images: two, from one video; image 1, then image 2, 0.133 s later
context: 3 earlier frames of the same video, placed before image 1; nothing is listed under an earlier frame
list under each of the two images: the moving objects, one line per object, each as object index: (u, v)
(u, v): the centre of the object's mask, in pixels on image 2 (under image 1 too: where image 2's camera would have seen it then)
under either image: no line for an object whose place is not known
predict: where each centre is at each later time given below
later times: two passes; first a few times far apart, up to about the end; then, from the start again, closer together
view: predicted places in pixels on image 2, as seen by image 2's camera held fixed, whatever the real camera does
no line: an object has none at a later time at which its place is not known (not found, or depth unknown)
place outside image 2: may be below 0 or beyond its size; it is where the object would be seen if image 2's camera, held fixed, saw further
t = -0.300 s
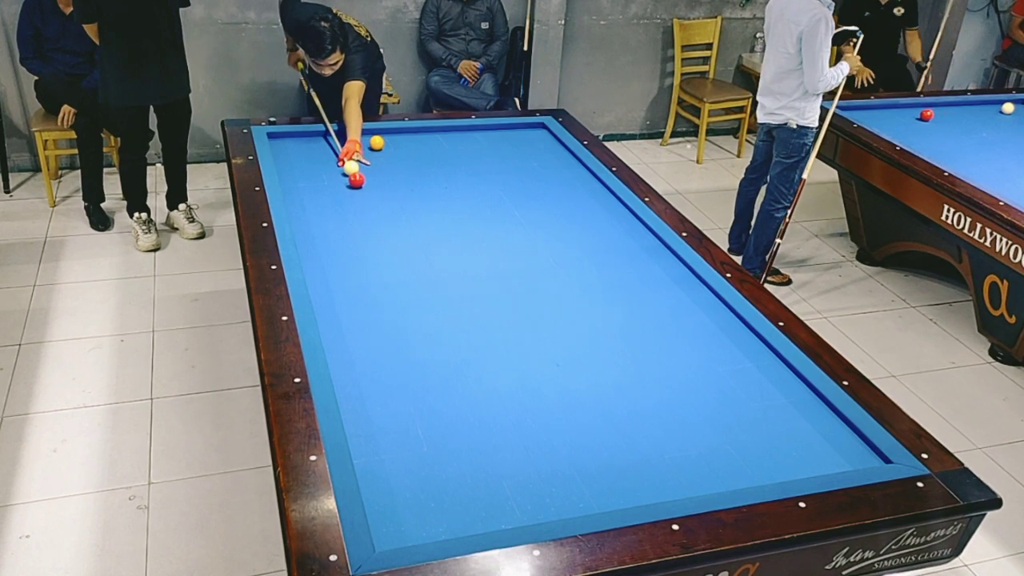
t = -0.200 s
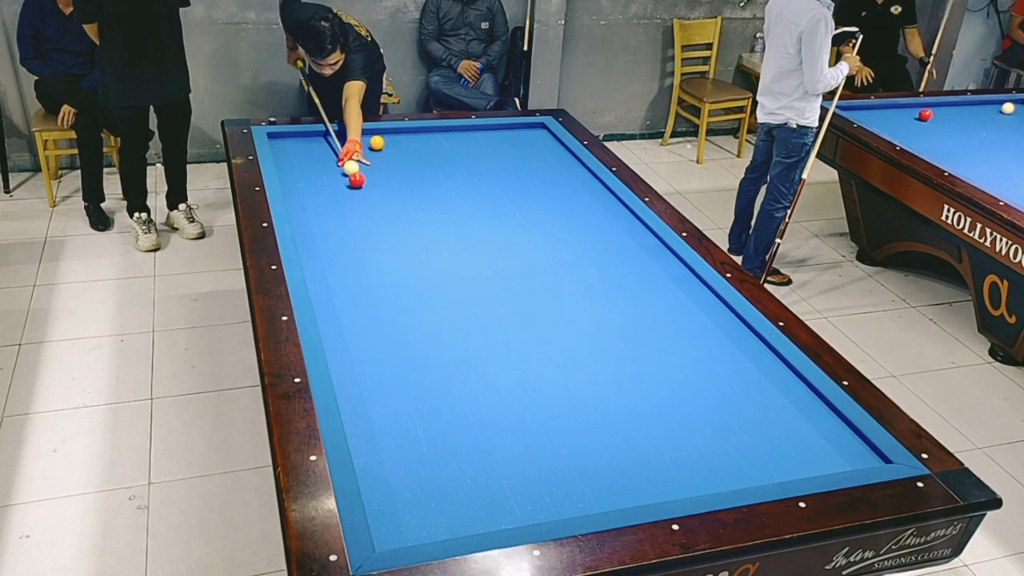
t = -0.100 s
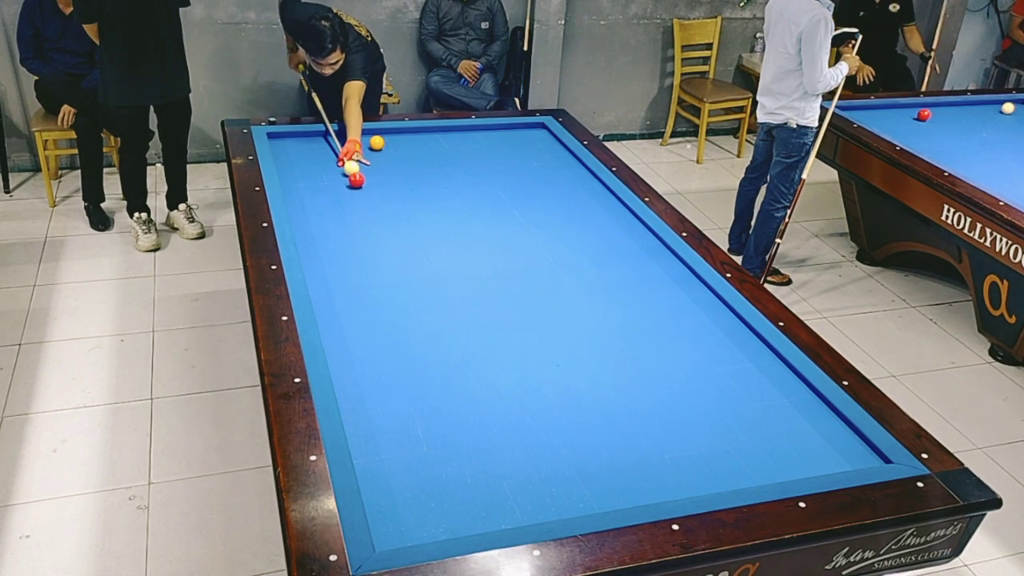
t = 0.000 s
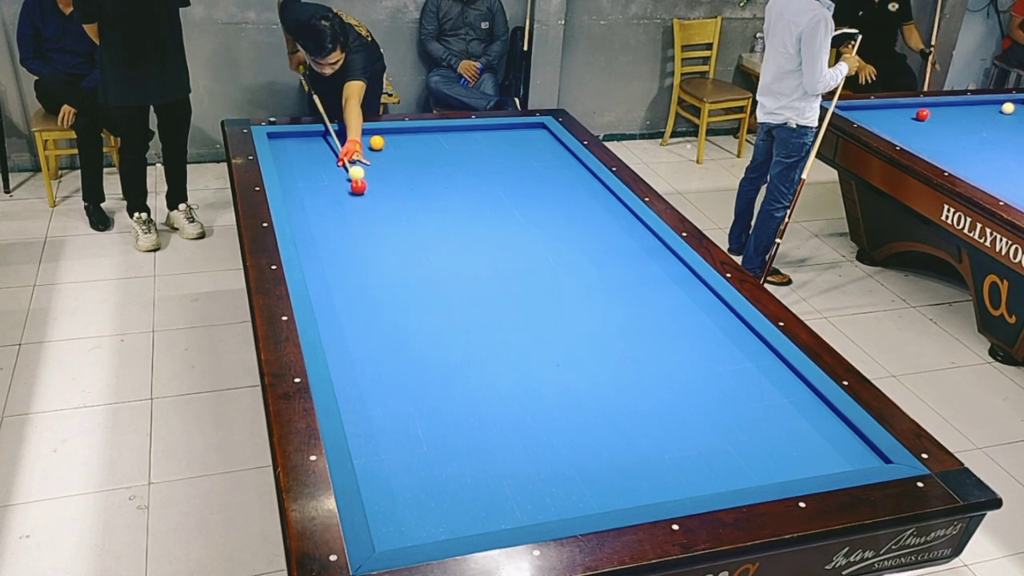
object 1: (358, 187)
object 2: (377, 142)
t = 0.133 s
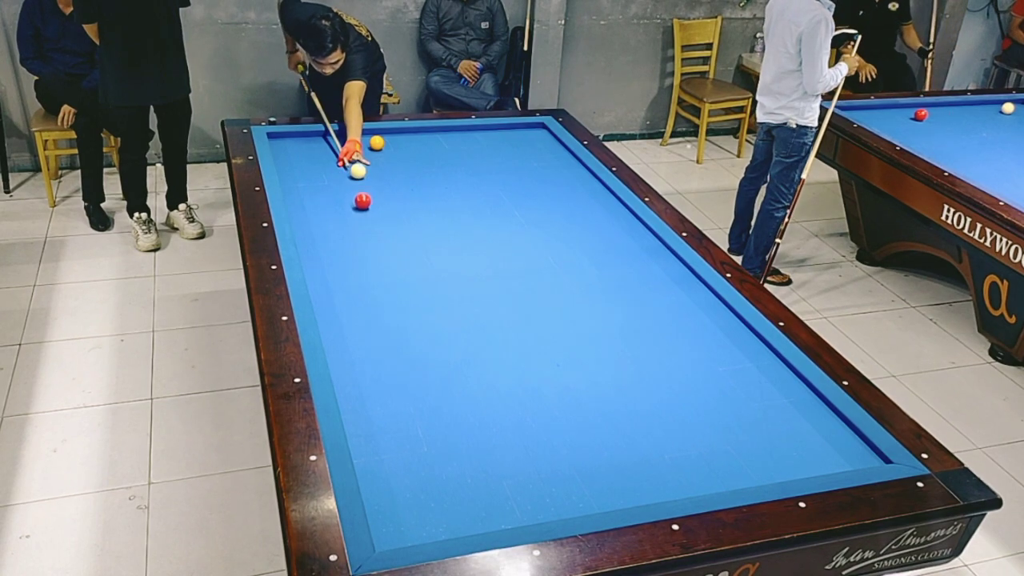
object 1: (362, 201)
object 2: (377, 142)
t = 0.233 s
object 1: (366, 211)
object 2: (377, 142)
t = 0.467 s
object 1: (373, 238)
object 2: (377, 142)
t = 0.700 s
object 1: (382, 266)
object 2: (376, 141)
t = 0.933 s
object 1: (392, 298)
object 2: (376, 142)
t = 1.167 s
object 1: (404, 334)
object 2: (377, 142)
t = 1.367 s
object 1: (415, 367)
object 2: (377, 142)
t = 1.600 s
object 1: (430, 411)
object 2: (379, 141)
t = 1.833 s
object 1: (446, 461)
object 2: (380, 140)
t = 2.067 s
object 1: (465, 519)
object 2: (382, 139)
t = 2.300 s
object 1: (454, 496)
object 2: (384, 137)
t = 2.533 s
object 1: (441, 465)
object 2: (386, 136)
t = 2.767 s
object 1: (429, 437)
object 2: (388, 135)
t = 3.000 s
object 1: (419, 412)
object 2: (389, 135)
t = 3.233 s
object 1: (409, 389)
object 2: (390, 134)
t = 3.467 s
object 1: (401, 368)
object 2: (391, 134)
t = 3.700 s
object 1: (393, 349)
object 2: (392, 133)
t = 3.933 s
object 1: (386, 331)
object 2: (392, 133)
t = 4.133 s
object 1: (380, 317)
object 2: (393, 133)
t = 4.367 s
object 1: (374, 302)
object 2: (393, 133)
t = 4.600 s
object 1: (369, 287)
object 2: (393, 133)
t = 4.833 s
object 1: (364, 275)
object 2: (393, 133)
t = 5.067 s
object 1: (360, 262)
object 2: (394, 133)
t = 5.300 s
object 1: (356, 250)
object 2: (394, 133)
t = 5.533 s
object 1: (352, 240)
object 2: (394, 133)
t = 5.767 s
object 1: (349, 230)
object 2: (394, 133)
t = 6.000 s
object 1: (347, 221)
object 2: (394, 133)
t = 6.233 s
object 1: (344, 212)
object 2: (394, 133)
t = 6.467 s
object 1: (342, 204)
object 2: (394, 133)
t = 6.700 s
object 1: (340, 196)
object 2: (394, 133)
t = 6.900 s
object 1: (338, 190)
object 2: (394, 133)
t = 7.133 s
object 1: (336, 184)
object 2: (394, 133)
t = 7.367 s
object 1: (334, 177)
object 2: (394, 133)
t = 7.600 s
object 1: (332, 171)
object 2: (394, 133)
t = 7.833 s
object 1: (331, 166)
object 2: (394, 133)
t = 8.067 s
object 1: (330, 160)
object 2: (394, 133)
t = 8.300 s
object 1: (329, 156)
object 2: (394, 133)
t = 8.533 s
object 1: (328, 151)
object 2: (394, 133)
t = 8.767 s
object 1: (327, 147)
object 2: (394, 133)
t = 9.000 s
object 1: (326, 143)
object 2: (394, 133)
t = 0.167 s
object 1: (363, 205)
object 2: (377, 142)
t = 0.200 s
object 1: (364, 208)
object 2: (377, 142)
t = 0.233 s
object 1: (366, 211)
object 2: (377, 142)
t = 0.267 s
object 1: (367, 215)
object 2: (377, 142)
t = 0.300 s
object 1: (367, 219)
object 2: (377, 142)
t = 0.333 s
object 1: (369, 222)
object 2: (377, 142)
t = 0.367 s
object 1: (370, 226)
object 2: (377, 142)
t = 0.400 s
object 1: (371, 230)
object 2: (377, 142)
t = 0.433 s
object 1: (372, 234)
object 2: (377, 142)
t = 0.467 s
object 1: (373, 238)
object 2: (377, 142)
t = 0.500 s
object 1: (374, 241)
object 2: (377, 142)
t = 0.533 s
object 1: (376, 245)
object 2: (377, 142)
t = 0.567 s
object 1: (376, 249)
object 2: (376, 142)
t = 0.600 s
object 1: (378, 254)
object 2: (376, 142)
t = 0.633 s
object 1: (379, 257)
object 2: (376, 141)
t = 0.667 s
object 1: (381, 262)
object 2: (376, 141)
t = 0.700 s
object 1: (382, 266)
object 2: (376, 141)
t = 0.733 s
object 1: (384, 270)
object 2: (376, 141)
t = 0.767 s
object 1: (385, 275)
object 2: (376, 142)
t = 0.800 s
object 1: (386, 280)
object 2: (377, 142)
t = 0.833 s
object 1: (388, 284)
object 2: (377, 142)
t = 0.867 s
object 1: (389, 288)
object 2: (377, 142)
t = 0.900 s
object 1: (391, 293)
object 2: (377, 142)
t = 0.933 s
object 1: (392, 298)
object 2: (376, 142)
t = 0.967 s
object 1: (394, 303)
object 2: (377, 142)
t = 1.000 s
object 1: (395, 308)
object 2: (376, 142)
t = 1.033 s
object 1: (397, 313)
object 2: (377, 142)
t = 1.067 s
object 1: (399, 318)
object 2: (377, 142)
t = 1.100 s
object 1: (400, 323)
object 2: (377, 142)
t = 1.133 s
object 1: (402, 328)
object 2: (377, 142)
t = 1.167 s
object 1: (404, 334)
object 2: (377, 142)
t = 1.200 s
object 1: (406, 339)
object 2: (377, 142)
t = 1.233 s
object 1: (408, 345)
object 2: (377, 142)
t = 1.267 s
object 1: (410, 350)
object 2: (377, 142)
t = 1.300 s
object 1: (411, 356)
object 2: (377, 142)
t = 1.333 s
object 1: (413, 361)
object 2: (377, 142)
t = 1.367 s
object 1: (415, 367)
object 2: (377, 142)
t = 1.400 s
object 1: (417, 373)
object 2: (378, 141)
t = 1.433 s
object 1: (419, 379)
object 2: (378, 141)
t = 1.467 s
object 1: (421, 386)
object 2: (378, 141)
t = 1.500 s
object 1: (423, 391)
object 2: (378, 141)
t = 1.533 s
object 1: (425, 398)
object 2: (378, 141)
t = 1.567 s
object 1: (428, 404)
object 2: (379, 141)
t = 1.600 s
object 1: (430, 411)
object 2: (379, 141)
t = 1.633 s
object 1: (432, 418)
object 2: (379, 141)
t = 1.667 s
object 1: (434, 425)
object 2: (379, 141)
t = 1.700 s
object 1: (436, 432)
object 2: (379, 141)
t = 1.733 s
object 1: (439, 439)
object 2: (380, 140)
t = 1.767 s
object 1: (441, 447)
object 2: (380, 140)
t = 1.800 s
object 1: (444, 454)
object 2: (380, 140)
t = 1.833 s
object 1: (446, 461)
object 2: (380, 140)
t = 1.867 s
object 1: (449, 469)
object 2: (380, 140)
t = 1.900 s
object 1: (451, 477)
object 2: (381, 140)
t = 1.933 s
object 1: (454, 485)
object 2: (381, 139)
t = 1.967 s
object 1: (456, 493)
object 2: (381, 139)
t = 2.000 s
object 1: (459, 502)
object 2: (382, 139)
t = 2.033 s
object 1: (462, 510)
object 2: (382, 139)
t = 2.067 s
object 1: (465, 519)
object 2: (382, 139)
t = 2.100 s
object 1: (467, 525)
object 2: (383, 138)
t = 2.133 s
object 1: (465, 522)
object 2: (383, 138)
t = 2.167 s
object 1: (463, 517)
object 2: (383, 138)
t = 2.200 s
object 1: (460, 511)
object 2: (383, 138)
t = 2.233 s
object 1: (458, 506)
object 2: (384, 138)
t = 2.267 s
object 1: (456, 501)
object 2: (384, 138)
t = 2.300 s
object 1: (454, 496)
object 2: (384, 137)
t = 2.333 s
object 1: (452, 492)
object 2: (384, 137)
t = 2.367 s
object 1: (450, 487)
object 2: (385, 137)
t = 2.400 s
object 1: (448, 482)
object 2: (385, 137)
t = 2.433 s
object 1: (446, 478)
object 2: (385, 137)
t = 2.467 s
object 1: (444, 474)
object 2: (385, 137)
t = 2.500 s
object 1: (443, 470)
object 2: (386, 136)
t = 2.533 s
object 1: (441, 465)
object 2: (386, 136)
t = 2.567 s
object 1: (439, 461)
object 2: (386, 136)
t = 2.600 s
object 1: (437, 457)
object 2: (387, 136)
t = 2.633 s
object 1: (436, 453)
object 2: (387, 136)
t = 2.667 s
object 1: (434, 449)
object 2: (387, 136)
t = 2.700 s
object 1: (432, 445)
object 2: (387, 136)
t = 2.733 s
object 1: (431, 441)
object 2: (387, 135)
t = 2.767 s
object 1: (429, 437)
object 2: (388, 135)
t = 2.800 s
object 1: (427, 433)
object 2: (388, 135)
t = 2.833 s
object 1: (426, 430)
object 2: (388, 135)
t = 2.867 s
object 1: (424, 426)
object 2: (388, 135)
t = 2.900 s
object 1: (423, 422)
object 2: (388, 135)
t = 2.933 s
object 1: (421, 419)
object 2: (389, 135)
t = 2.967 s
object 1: (420, 415)
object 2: (389, 135)
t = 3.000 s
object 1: (419, 412)
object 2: (389, 135)
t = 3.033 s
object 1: (417, 408)
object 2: (389, 135)
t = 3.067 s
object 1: (416, 405)
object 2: (389, 135)
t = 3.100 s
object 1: (414, 402)
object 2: (390, 135)
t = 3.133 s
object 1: (413, 399)
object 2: (390, 135)
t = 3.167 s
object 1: (412, 395)
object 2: (390, 135)
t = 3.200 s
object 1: (411, 392)
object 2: (390, 134)
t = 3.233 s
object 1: (409, 389)
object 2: (390, 134)
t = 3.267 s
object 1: (408, 386)
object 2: (390, 134)
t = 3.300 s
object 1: (407, 383)
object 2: (390, 134)
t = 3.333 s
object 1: (405, 380)
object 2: (390, 134)
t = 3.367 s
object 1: (404, 377)
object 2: (391, 134)
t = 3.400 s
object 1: (403, 374)
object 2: (391, 134)
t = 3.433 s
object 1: (402, 371)
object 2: (391, 134)
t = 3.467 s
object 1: (401, 368)
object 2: (391, 134)
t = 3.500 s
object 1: (399, 365)
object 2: (391, 134)
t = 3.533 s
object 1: (398, 362)
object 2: (391, 134)
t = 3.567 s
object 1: (397, 359)
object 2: (392, 134)
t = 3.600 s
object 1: (396, 357)
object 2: (392, 134)
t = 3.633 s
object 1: (395, 354)
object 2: (392, 134)
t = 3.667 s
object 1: (394, 351)
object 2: (392, 133)
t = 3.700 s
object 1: (393, 349)
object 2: (392, 133)
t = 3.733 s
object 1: (392, 346)
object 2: (392, 133)
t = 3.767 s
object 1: (391, 344)
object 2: (392, 133)
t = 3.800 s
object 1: (390, 341)
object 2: (392, 133)
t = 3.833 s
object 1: (389, 339)
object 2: (392, 133)
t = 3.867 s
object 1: (388, 336)
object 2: (392, 133)
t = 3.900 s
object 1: (387, 334)
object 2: (392, 133)
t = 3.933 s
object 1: (386, 331)
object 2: (392, 133)
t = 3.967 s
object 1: (385, 329)
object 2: (392, 133)
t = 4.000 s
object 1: (384, 326)
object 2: (392, 133)
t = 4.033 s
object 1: (383, 324)
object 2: (393, 133)
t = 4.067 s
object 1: (382, 322)
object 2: (393, 133)
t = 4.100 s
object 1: (381, 319)
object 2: (393, 133)
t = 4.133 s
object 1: (380, 317)
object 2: (393, 133)
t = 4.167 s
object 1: (379, 315)
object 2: (393, 133)
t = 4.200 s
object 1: (378, 313)
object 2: (393, 133)
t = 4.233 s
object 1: (377, 311)
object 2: (393, 133)
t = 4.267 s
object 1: (376, 308)
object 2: (393, 133)
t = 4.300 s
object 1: (375, 306)
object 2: (393, 133)
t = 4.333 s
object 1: (375, 304)
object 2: (393, 133)
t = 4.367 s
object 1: (374, 302)
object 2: (393, 133)
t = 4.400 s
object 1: (373, 300)
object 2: (393, 133)
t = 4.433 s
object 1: (372, 298)
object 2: (393, 133)
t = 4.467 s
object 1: (371, 296)
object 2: (393, 133)
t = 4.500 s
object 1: (371, 294)
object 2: (393, 133)
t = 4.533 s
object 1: (370, 292)
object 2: (393, 133)
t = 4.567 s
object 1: (369, 290)
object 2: (393, 133)
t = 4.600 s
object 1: (369, 287)
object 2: (393, 133)
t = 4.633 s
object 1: (368, 286)
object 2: (393, 133)
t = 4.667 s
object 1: (367, 284)
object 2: (394, 133)
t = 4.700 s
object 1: (367, 281)
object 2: (394, 133)
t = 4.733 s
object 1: (366, 280)
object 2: (394, 133)
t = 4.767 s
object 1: (365, 278)
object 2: (394, 133)
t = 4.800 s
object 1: (364, 276)
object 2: (393, 133)
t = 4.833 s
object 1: (364, 275)
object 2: (393, 133)
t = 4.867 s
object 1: (363, 273)
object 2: (393, 133)
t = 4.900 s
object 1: (362, 270)
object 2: (394, 133)
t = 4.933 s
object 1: (362, 269)
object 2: (394, 133)
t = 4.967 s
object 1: (361, 267)
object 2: (394, 133)
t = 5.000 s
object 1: (361, 265)
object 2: (394, 133)
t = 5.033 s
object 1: (360, 264)
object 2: (394, 133)
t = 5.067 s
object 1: (360, 262)
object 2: (394, 133)
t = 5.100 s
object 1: (359, 260)
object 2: (394, 133)
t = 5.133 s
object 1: (359, 258)
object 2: (394, 133)
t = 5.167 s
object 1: (358, 257)
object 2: (394, 133)
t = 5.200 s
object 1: (358, 255)
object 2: (394, 133)
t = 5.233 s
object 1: (357, 254)
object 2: (394, 133)
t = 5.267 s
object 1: (356, 252)
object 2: (394, 133)
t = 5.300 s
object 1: (356, 250)
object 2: (394, 133)
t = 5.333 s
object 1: (355, 248)
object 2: (394, 133)
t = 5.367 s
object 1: (354, 247)
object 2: (394, 133)
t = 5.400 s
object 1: (354, 246)
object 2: (394, 133)
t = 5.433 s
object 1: (354, 244)
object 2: (394, 133)
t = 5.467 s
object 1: (353, 243)
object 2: (394, 133)
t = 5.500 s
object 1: (353, 241)
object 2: (394, 133)
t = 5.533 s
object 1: (352, 240)
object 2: (394, 133)
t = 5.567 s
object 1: (352, 238)
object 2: (394, 133)
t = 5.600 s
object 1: (351, 237)
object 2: (394, 133)
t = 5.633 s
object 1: (351, 236)
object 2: (394, 133)
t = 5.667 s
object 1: (350, 234)
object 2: (394, 133)
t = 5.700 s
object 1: (350, 233)
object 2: (394, 133)
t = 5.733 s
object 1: (350, 232)
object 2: (394, 133)
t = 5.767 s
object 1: (349, 230)
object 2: (394, 133)
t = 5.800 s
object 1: (349, 229)
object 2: (394, 133)
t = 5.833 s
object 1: (348, 228)
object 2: (394, 133)
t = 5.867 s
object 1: (348, 226)
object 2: (394, 133)
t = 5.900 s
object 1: (348, 225)
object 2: (394, 133)
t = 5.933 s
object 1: (347, 224)
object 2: (394, 133)
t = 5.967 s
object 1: (347, 222)
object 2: (394, 133)
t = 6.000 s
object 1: (347, 221)
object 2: (394, 133)
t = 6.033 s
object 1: (346, 220)
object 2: (394, 133)
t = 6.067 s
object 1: (346, 218)
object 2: (394, 133)
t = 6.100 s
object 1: (345, 217)
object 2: (394, 133)
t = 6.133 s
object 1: (345, 216)
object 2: (394, 133)
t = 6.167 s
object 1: (345, 215)
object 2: (394, 133)
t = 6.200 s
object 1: (345, 213)
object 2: (394, 133)
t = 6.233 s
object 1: (344, 212)
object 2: (394, 133)
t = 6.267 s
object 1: (344, 211)
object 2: (394, 133)
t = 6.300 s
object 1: (344, 210)
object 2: (394, 133)
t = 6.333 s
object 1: (343, 209)
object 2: (394, 133)
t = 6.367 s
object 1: (343, 208)
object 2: (394, 133)
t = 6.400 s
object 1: (343, 206)
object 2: (394, 133)
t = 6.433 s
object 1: (342, 205)
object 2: (394, 133)
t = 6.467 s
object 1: (342, 204)
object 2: (394, 133)
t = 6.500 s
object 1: (342, 203)
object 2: (394, 133)
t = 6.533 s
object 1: (341, 202)
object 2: (394, 133)
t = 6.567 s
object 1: (341, 201)
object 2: (394, 133)
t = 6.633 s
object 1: (341, 200)
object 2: (394, 133)
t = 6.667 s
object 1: (340, 198)
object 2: (394, 133)
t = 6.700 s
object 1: (340, 196)
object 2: (394, 133)
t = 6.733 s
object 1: (339, 196)
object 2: (394, 133)
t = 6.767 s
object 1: (339, 194)
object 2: (394, 133)
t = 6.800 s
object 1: (339, 193)
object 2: (394, 133)
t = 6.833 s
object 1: (338, 192)
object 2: (394, 133)
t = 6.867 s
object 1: (338, 191)
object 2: (394, 133)
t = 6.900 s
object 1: (338, 190)
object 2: (394, 133)
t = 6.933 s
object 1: (338, 189)
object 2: (394, 133)
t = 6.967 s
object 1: (337, 188)
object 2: (394, 133)
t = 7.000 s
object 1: (337, 187)
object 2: (394, 133)
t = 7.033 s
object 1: (337, 186)
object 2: (394, 133)
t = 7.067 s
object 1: (336, 185)
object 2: (394, 133)
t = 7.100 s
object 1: (336, 185)
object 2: (394, 133)
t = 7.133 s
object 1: (336, 184)
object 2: (394, 133)
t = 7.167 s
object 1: (336, 183)
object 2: (394, 133)
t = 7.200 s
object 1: (336, 182)
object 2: (394, 133)
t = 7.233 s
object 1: (335, 181)
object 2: (394, 133)
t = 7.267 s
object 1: (335, 180)
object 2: (394, 133)
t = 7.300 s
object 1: (335, 179)
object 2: (394, 133)
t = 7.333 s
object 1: (334, 178)
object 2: (394, 133)
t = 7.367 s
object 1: (334, 177)
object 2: (394, 133)
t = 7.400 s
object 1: (334, 177)
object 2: (394, 133)
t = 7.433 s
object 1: (334, 176)
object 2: (394, 133)
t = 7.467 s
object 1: (333, 175)
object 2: (394, 133)
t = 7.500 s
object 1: (333, 174)
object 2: (394, 133)
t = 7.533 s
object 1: (333, 173)
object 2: (394, 133)
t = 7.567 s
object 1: (333, 172)
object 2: (394, 133)
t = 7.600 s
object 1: (332, 171)
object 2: (394, 133)
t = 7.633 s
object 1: (332, 170)
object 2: (394, 133)
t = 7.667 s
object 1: (332, 170)
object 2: (394, 133)
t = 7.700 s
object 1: (332, 169)
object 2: (394, 133)
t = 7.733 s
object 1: (332, 168)
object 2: (394, 133)
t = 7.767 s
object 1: (332, 167)
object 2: (394, 133)
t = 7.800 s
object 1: (331, 166)
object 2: (394, 133)
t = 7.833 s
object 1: (331, 166)
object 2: (394, 133)
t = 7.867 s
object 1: (331, 165)
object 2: (394, 133)
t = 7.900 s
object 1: (331, 164)
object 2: (394, 133)
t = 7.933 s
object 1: (331, 163)
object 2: (394, 133)
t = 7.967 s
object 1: (330, 163)
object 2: (394, 133)
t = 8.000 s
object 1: (330, 162)
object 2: (394, 133)
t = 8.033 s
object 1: (330, 161)
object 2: (394, 133)
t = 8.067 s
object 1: (330, 160)
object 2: (394, 133)
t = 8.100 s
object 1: (330, 160)
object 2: (394, 133)
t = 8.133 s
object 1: (329, 159)
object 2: (394, 133)
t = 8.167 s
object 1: (329, 158)
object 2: (394, 133)
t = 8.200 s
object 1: (329, 158)
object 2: (394, 133)
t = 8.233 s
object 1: (329, 157)
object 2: (394, 133)
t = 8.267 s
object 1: (329, 156)
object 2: (394, 133)
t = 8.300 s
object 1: (329, 156)
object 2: (394, 133)
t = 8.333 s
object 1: (329, 155)
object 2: (394, 133)
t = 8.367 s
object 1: (328, 154)
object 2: (394, 133)
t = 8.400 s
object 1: (329, 154)
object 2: (394, 133)
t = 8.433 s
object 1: (328, 153)
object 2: (394, 133)
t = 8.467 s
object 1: (328, 152)
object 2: (394, 133)
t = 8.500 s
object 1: (328, 152)
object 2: (394, 133)
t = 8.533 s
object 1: (328, 151)
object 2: (394, 133)
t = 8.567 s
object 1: (327, 151)
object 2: (394, 133)
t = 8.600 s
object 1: (327, 150)
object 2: (394, 133)
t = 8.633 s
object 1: (327, 149)
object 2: (394, 133)
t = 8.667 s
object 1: (327, 149)
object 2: (394, 133)
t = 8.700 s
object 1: (327, 148)
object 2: (394, 133)
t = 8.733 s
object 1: (327, 147)
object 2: (394, 133)
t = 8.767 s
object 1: (327, 147)
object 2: (394, 133)
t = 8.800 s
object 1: (327, 146)
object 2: (394, 133)
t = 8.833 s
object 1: (327, 146)
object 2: (394, 133)
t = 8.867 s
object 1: (326, 145)
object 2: (394, 133)
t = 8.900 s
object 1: (326, 144)
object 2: (394, 133)
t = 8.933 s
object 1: (326, 144)
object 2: (394, 133)
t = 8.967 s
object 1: (326, 143)
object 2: (394, 133)
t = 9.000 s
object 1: (326, 143)
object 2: (394, 133)
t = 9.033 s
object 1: (326, 142)
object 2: (394, 133)
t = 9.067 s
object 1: (326, 142)
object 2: (394, 133)
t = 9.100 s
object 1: (326, 141)
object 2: (394, 133)
